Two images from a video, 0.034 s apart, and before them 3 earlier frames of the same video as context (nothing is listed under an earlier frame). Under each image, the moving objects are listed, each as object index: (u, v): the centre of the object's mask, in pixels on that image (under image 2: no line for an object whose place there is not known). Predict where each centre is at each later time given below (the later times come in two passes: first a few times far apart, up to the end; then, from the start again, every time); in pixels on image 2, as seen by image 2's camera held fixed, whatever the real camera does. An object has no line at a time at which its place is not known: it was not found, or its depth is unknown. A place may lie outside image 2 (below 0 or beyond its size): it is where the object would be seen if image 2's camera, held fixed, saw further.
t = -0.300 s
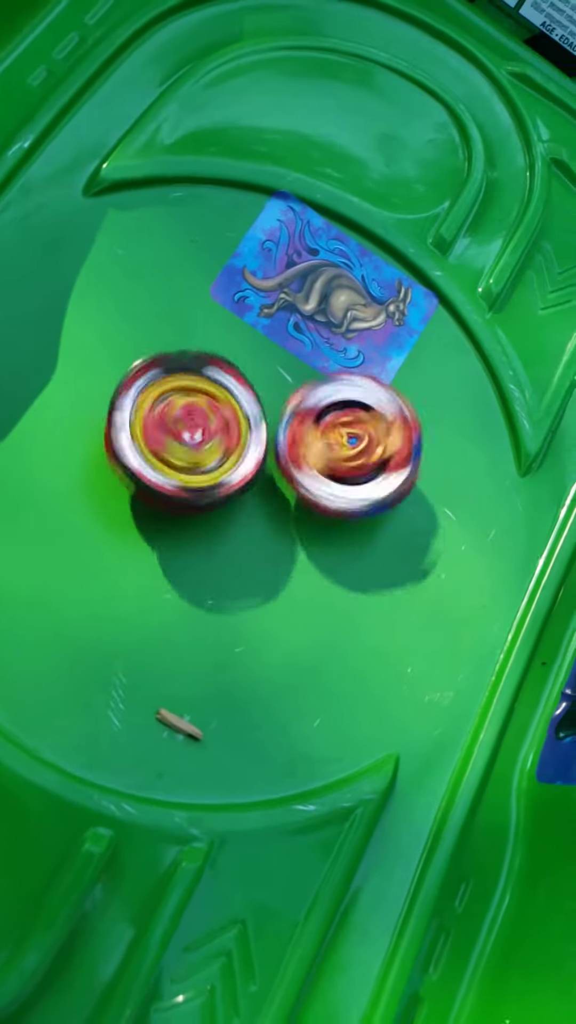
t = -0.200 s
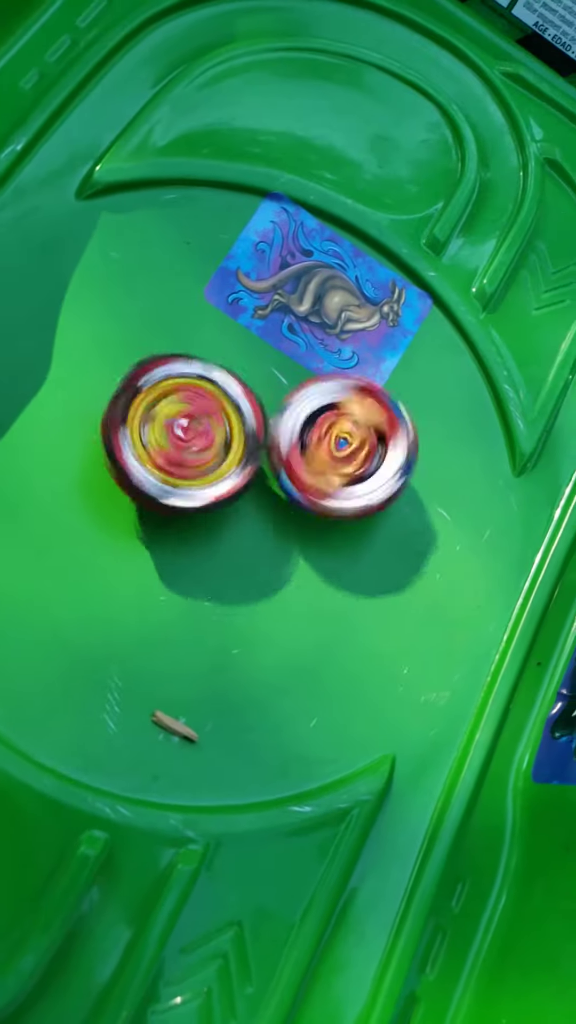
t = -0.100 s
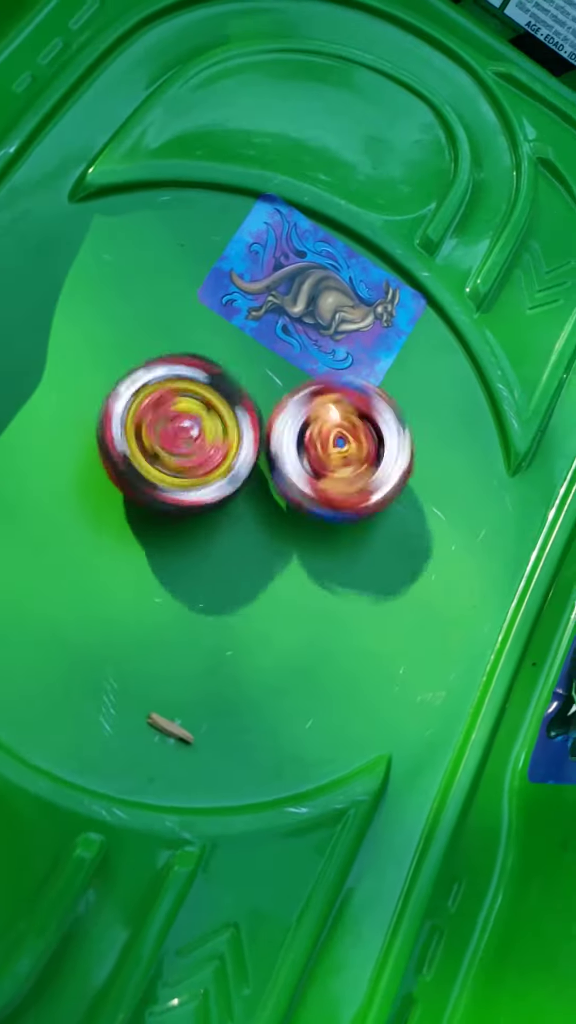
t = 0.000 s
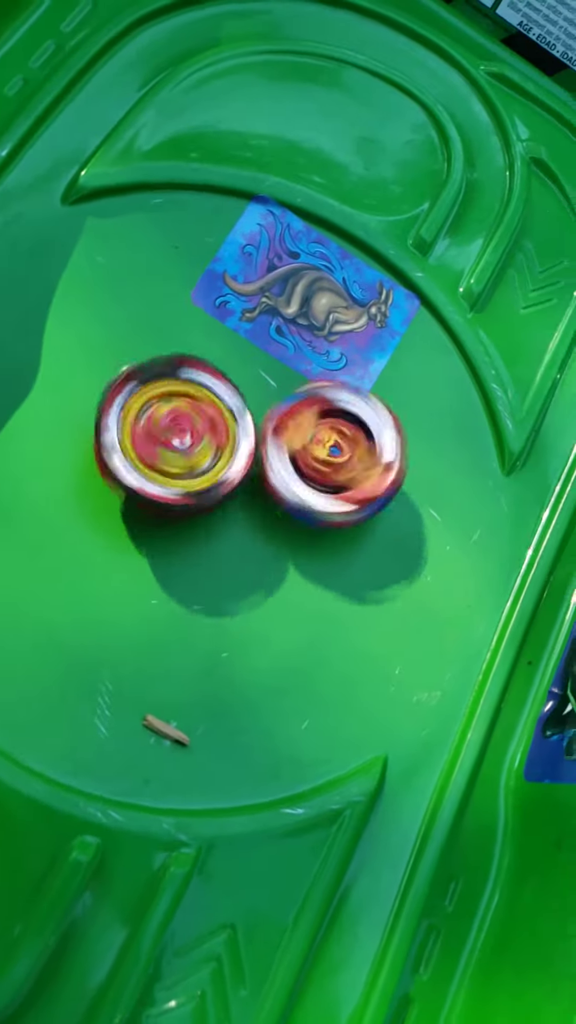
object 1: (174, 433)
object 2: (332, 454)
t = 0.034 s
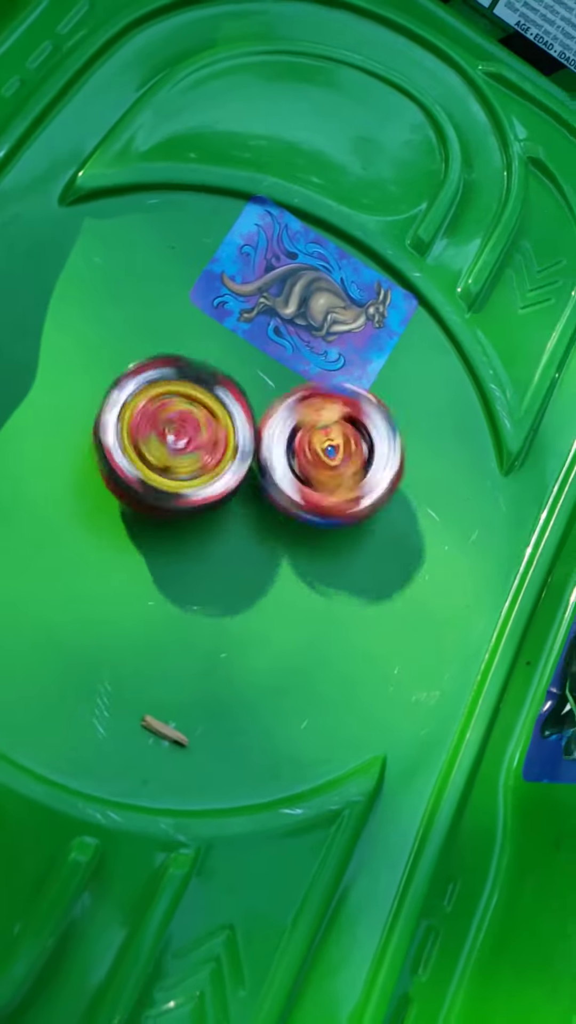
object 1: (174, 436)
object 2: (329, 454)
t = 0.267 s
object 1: (170, 435)
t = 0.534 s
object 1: (167, 431)
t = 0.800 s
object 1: (168, 432)
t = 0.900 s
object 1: (168, 433)
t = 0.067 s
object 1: (175, 436)
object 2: (330, 454)
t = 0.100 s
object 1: (174, 435)
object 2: (330, 454)
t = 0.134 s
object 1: (171, 434)
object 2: (333, 456)
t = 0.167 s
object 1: (172, 432)
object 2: (334, 456)
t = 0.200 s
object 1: (172, 434)
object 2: (335, 458)
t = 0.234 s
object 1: (172, 433)
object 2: (336, 459)
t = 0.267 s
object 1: (170, 435)
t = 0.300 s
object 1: (168, 432)
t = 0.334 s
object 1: (169, 431)
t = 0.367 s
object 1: (169, 432)
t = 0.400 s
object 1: (169, 432)
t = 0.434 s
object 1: (167, 433)
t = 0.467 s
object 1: (167, 430)
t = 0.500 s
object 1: (167, 432)
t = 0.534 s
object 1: (167, 431)
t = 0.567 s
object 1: (167, 432)
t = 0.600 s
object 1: (166, 432)
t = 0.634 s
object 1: (167, 430)
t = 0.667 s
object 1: (167, 432)
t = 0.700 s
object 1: (168, 431)
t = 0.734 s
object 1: (167, 432)
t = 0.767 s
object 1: (166, 431)
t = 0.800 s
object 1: (168, 432)
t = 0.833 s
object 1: (168, 433)
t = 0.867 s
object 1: (169, 432)
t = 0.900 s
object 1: (168, 433)
